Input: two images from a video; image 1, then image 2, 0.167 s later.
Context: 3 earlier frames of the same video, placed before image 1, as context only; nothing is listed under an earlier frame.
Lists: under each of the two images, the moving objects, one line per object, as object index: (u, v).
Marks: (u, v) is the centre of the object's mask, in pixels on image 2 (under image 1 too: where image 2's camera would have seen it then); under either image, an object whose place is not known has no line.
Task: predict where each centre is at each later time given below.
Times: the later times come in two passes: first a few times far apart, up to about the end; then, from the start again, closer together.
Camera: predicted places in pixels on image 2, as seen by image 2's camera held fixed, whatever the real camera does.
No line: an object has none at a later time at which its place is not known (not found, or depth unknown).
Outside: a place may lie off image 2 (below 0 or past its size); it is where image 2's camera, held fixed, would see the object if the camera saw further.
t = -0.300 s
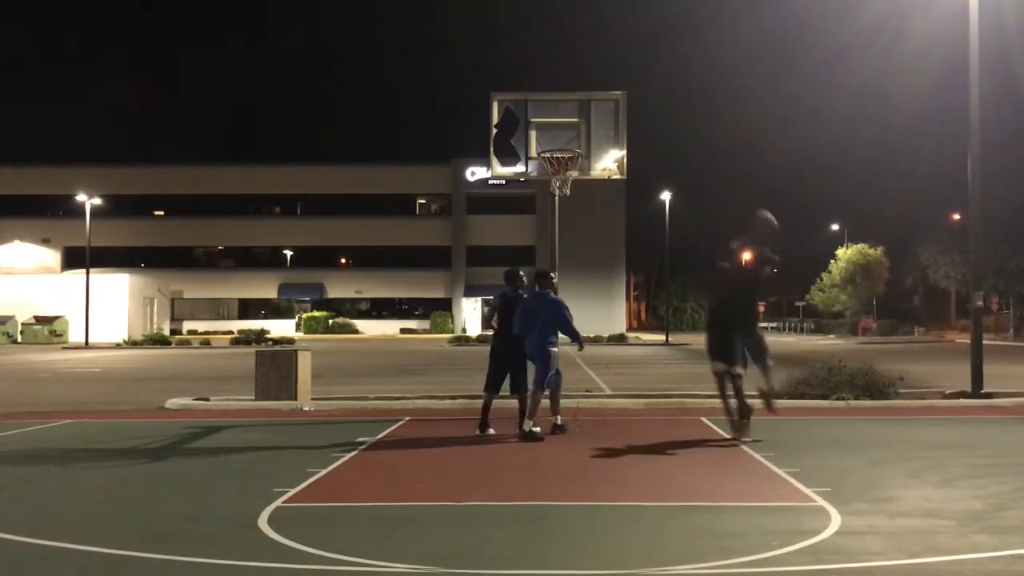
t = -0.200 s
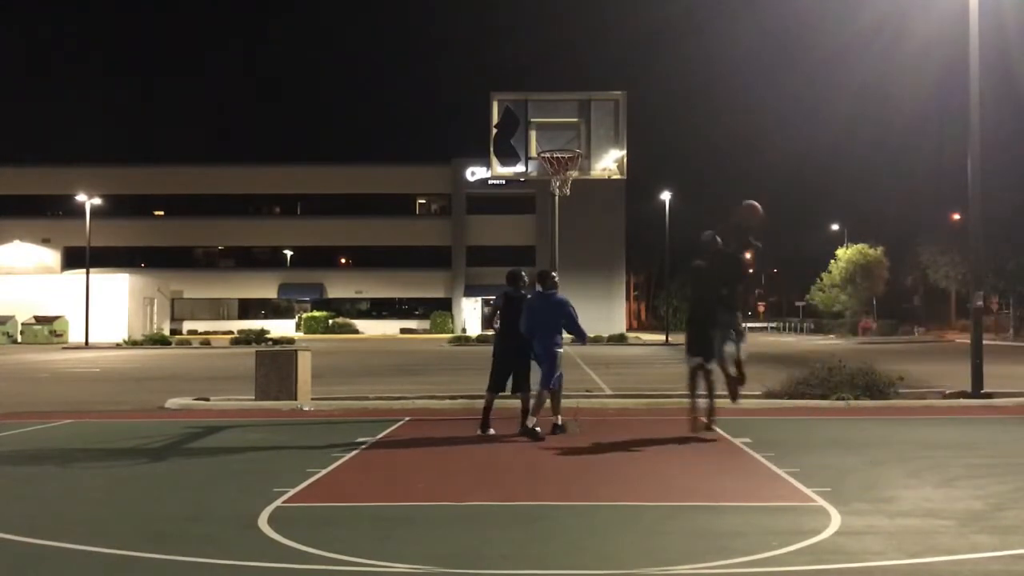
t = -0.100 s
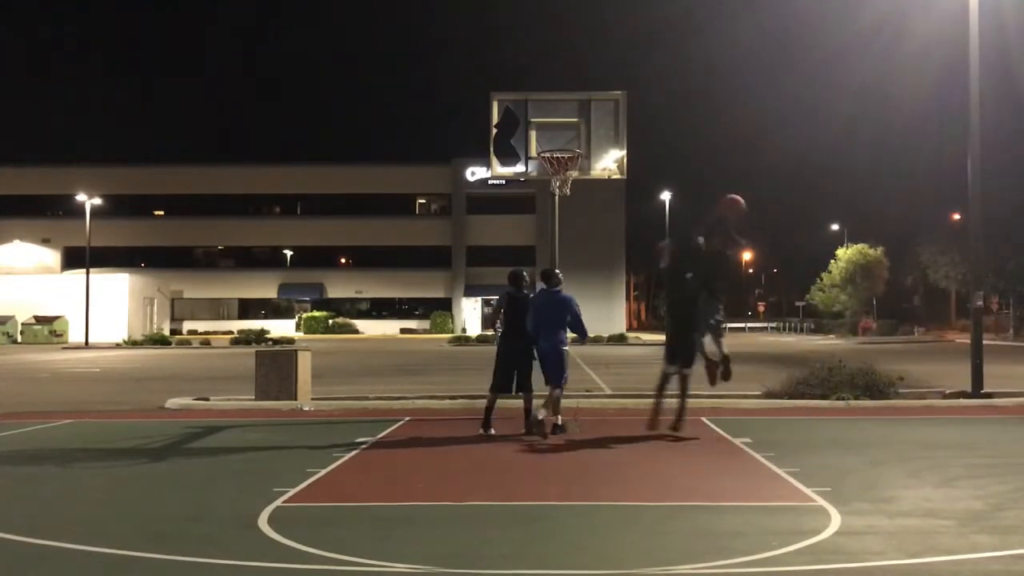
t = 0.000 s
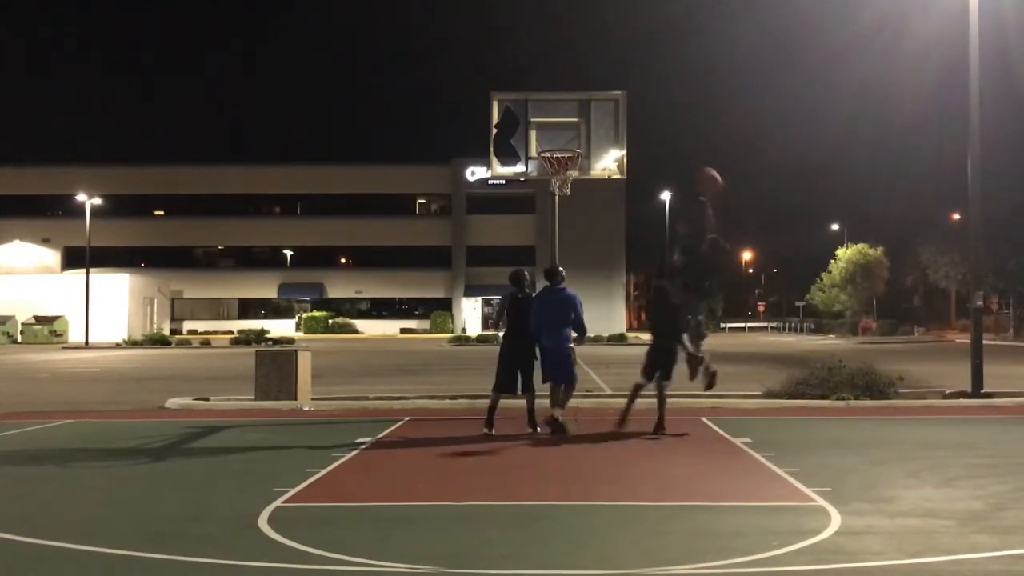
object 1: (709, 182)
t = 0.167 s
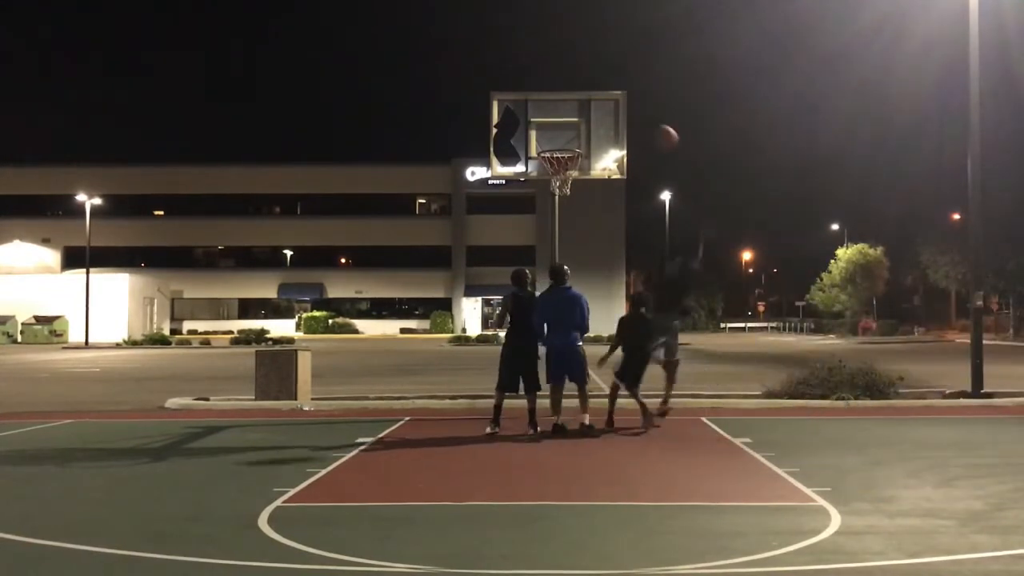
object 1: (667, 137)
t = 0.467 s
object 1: (592, 121)
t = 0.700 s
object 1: (556, 140)
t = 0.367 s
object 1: (615, 119)
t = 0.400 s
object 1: (607, 119)
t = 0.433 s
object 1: (599, 118)
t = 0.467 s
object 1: (592, 121)
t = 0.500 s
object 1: (582, 125)
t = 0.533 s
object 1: (575, 129)
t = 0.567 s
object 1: (570, 134)
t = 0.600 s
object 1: (567, 139)
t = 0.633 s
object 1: (562, 144)
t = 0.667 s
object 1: (560, 143)
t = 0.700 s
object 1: (556, 140)
